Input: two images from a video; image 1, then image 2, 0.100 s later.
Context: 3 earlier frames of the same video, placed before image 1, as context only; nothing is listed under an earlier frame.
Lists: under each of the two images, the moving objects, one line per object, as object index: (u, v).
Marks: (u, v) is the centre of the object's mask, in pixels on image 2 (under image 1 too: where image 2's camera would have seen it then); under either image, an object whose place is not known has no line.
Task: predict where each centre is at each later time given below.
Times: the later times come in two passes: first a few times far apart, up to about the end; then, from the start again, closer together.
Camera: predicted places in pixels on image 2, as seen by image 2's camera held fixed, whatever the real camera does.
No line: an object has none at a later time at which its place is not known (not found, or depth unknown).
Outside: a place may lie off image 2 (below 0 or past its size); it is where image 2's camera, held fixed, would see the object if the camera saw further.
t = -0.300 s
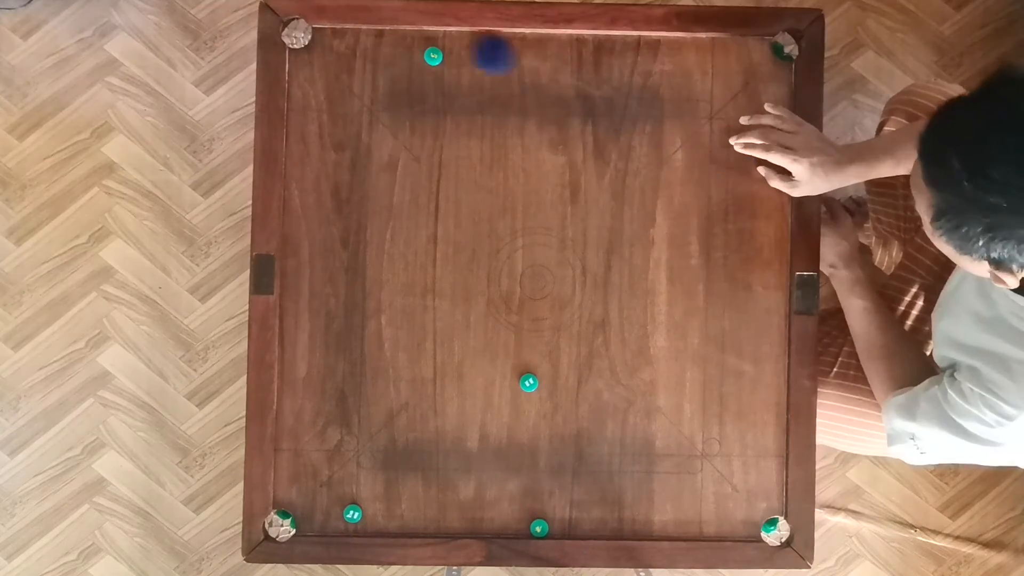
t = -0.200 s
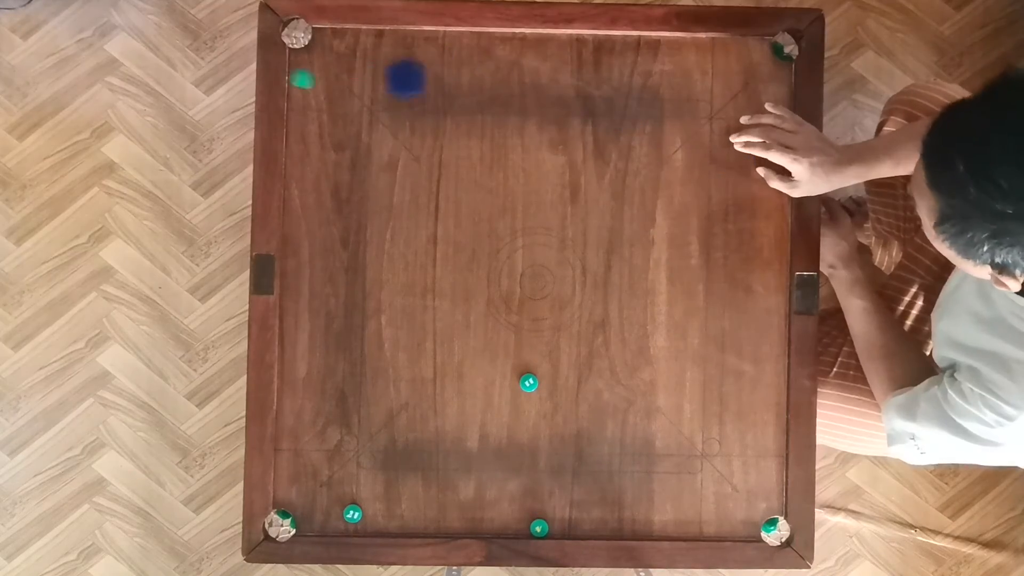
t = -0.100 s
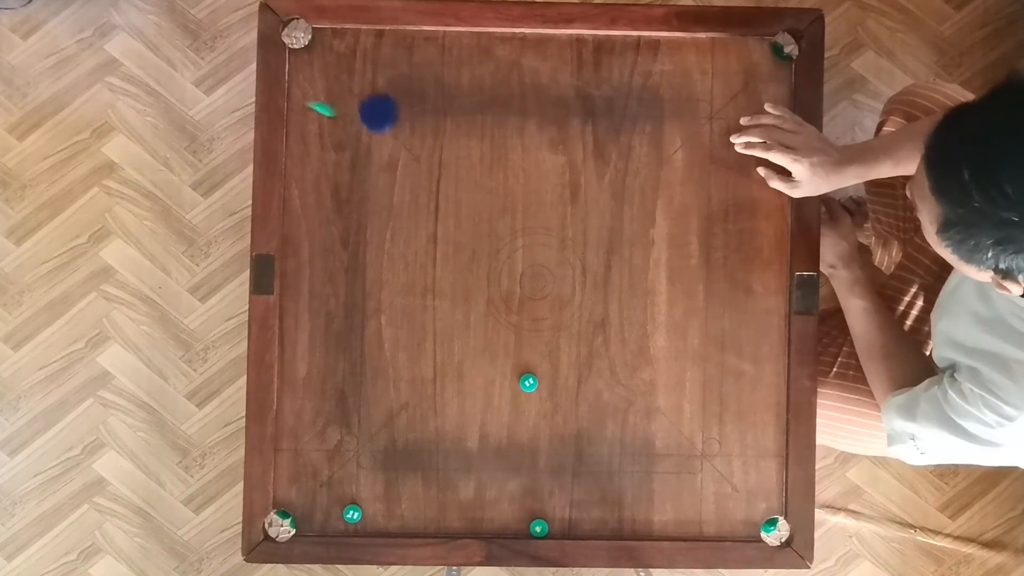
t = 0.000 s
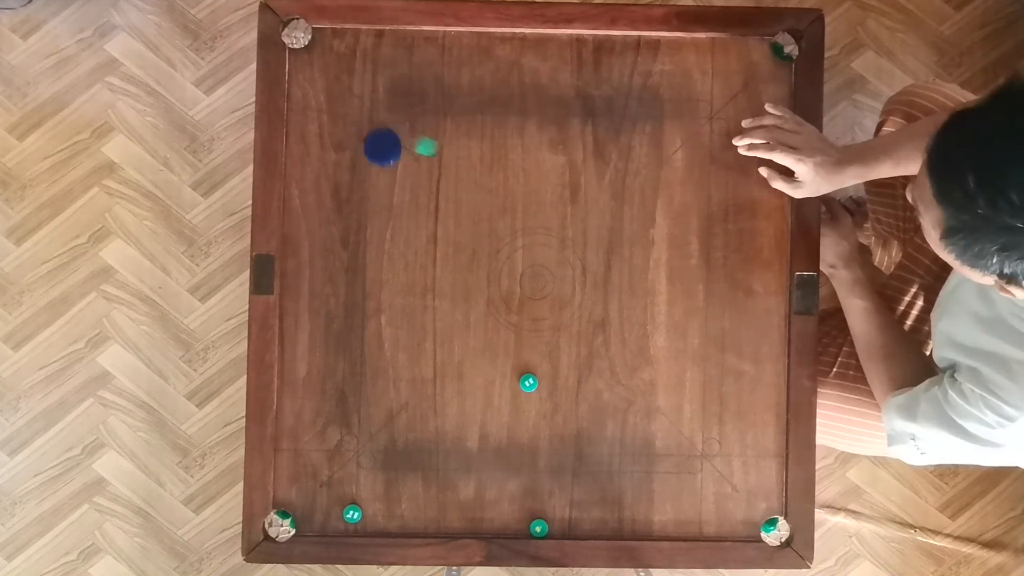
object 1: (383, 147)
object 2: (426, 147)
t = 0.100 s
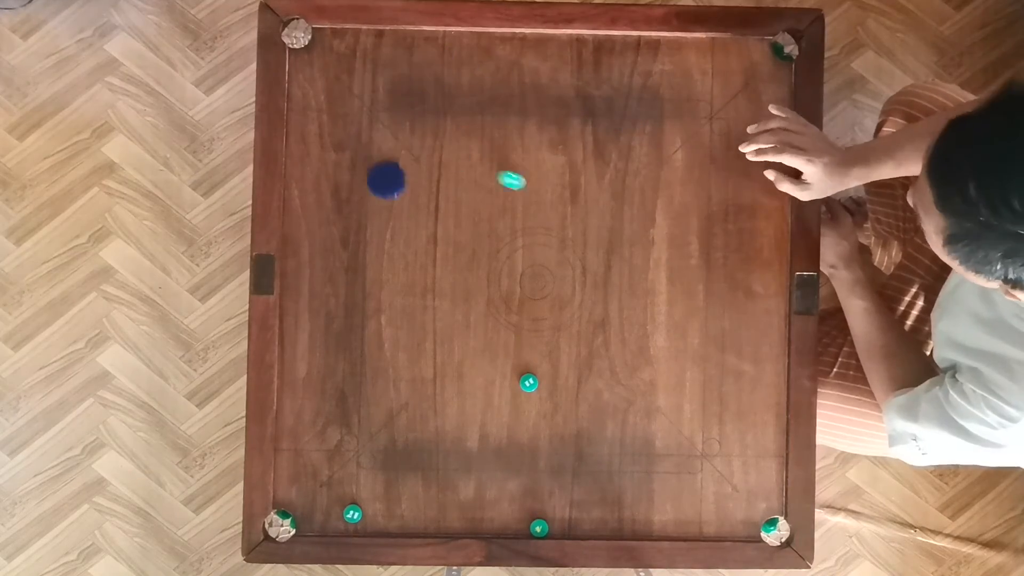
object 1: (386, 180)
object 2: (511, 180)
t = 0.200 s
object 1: (390, 212)
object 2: (587, 206)
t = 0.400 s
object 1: (398, 274)
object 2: (701, 230)
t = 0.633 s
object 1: (408, 342)
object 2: (766, 238)
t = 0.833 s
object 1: (416, 396)
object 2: (776, 242)
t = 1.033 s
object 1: (424, 446)
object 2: (771, 243)
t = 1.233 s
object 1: (430, 494)
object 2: (771, 244)
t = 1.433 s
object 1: (436, 503)
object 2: (771, 244)
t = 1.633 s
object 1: (441, 483)
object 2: (771, 244)
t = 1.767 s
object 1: (443, 477)
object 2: (771, 244)
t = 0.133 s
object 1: (387, 190)
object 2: (538, 190)
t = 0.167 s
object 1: (389, 201)
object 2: (563, 199)
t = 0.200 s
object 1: (390, 212)
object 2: (587, 206)
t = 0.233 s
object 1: (391, 223)
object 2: (610, 212)
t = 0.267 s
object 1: (393, 233)
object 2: (632, 216)
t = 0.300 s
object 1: (394, 243)
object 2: (652, 220)
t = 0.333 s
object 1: (395, 254)
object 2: (671, 223)
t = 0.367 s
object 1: (397, 264)
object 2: (686, 227)
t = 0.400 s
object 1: (398, 274)
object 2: (701, 230)
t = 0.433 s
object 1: (400, 284)
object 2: (715, 232)
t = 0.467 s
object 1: (401, 294)
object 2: (727, 234)
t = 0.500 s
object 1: (402, 304)
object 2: (737, 235)
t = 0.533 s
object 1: (404, 313)
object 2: (746, 237)
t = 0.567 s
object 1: (406, 324)
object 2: (754, 237)
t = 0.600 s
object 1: (407, 333)
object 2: (760, 238)
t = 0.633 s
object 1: (408, 342)
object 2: (766, 238)
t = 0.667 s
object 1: (409, 351)
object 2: (771, 239)
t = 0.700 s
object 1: (411, 360)
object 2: (775, 240)
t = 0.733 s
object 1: (412, 369)
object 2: (779, 241)
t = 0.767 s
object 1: (413, 378)
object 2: (780, 241)
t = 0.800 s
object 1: (415, 387)
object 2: (779, 241)
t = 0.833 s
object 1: (416, 396)
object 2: (776, 242)
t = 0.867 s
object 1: (418, 405)
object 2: (775, 242)
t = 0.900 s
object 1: (419, 413)
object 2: (773, 242)
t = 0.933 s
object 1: (420, 422)
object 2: (772, 243)
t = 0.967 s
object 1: (421, 429)
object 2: (772, 243)
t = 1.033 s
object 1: (424, 446)
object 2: (771, 243)
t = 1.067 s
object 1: (425, 454)
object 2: (771, 244)
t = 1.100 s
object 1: (426, 462)
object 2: (771, 244)
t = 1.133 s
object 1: (427, 470)
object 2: (771, 244)
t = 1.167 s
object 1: (428, 478)
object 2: (771, 244)
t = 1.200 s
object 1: (429, 486)
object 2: (771, 244)
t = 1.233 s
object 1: (430, 494)
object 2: (771, 244)
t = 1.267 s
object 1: (431, 502)
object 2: (771, 244)
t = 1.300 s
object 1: (432, 510)
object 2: (771, 244)
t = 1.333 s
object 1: (433, 517)
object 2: (771, 244)
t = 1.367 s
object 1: (434, 513)
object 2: (771, 244)
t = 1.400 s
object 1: (435, 507)
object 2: (771, 244)
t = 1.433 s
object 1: (436, 503)
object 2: (771, 244)
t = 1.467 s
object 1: (437, 499)
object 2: (771, 244)
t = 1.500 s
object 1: (438, 495)
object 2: (771, 244)
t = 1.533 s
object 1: (438, 491)
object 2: (771, 244)
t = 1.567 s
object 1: (439, 488)
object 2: (771, 244)
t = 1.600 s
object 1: (440, 485)
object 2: (771, 244)
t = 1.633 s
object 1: (441, 483)
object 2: (771, 244)
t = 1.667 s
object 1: (441, 481)
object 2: (771, 244)
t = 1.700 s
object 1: (442, 479)
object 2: (771, 244)
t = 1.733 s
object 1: (443, 478)
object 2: (771, 244)
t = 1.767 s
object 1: (443, 477)
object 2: (771, 244)
